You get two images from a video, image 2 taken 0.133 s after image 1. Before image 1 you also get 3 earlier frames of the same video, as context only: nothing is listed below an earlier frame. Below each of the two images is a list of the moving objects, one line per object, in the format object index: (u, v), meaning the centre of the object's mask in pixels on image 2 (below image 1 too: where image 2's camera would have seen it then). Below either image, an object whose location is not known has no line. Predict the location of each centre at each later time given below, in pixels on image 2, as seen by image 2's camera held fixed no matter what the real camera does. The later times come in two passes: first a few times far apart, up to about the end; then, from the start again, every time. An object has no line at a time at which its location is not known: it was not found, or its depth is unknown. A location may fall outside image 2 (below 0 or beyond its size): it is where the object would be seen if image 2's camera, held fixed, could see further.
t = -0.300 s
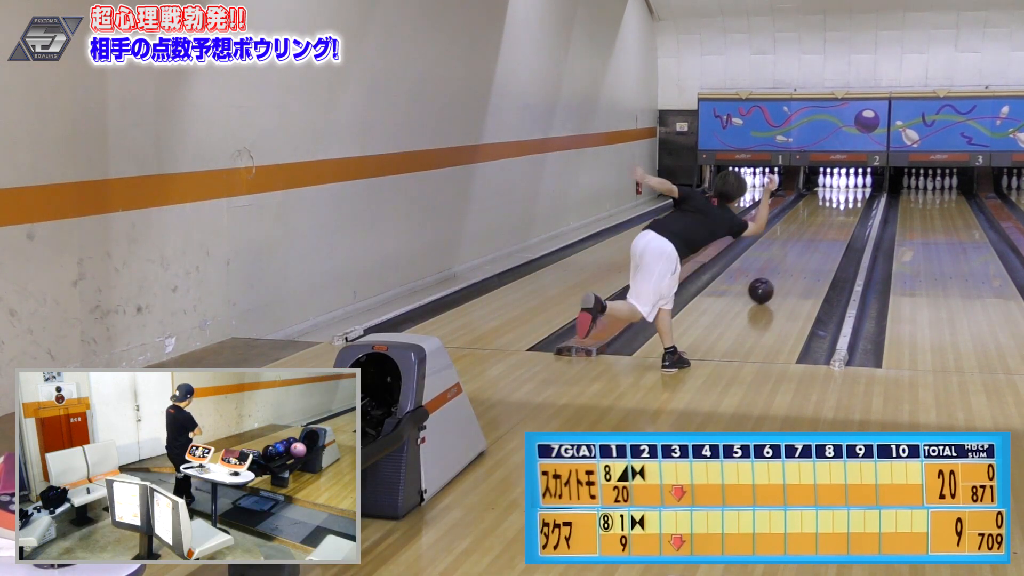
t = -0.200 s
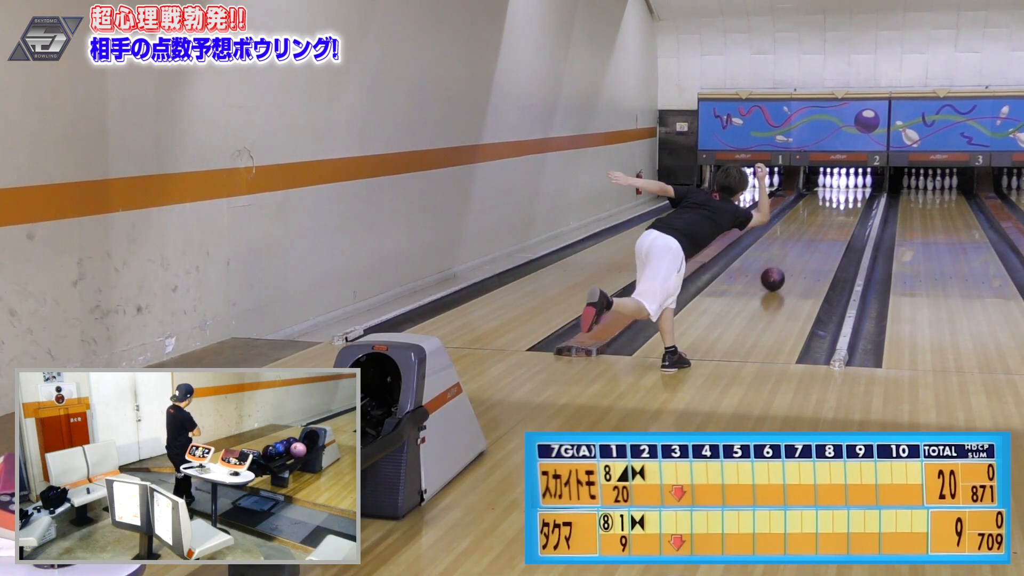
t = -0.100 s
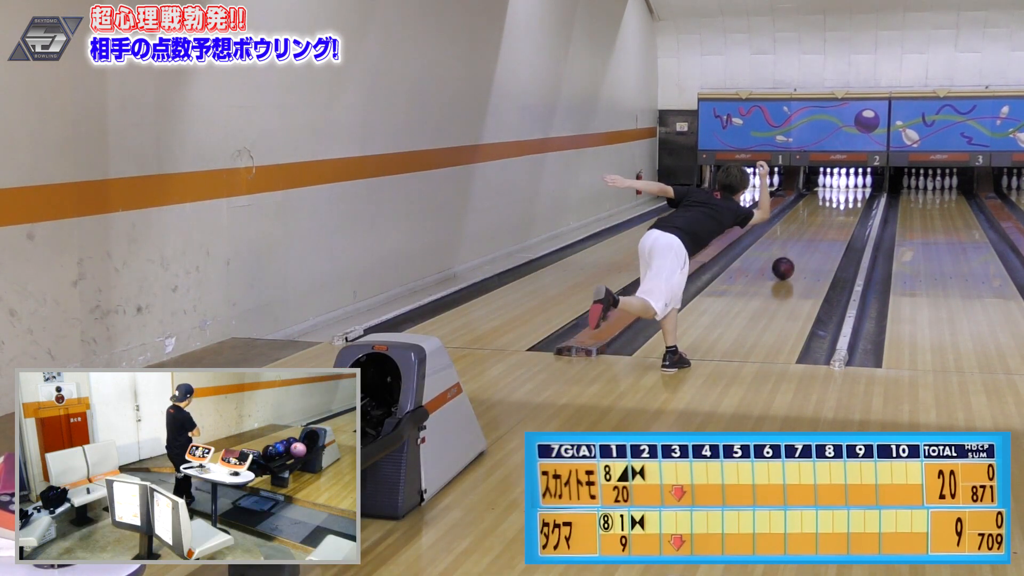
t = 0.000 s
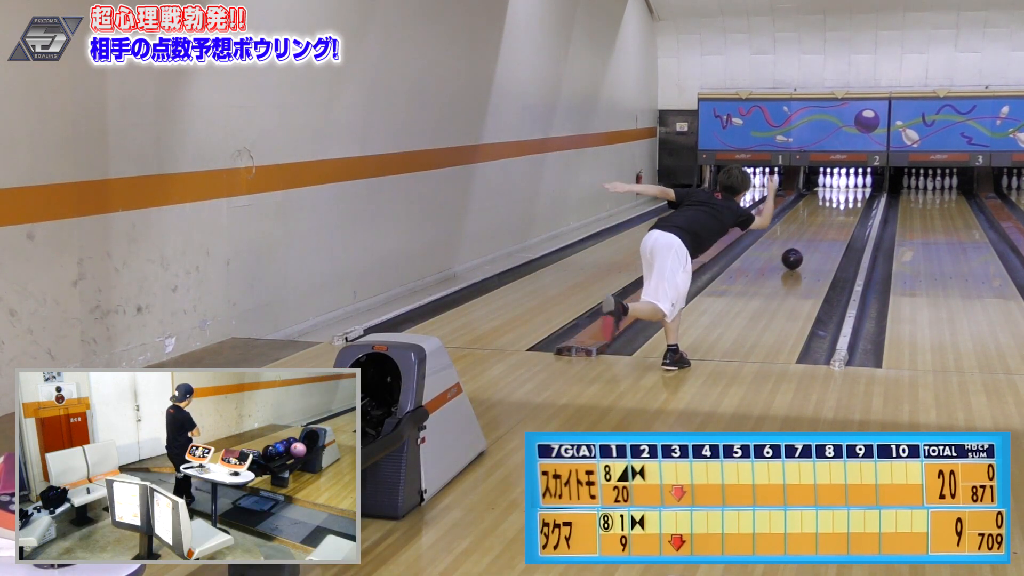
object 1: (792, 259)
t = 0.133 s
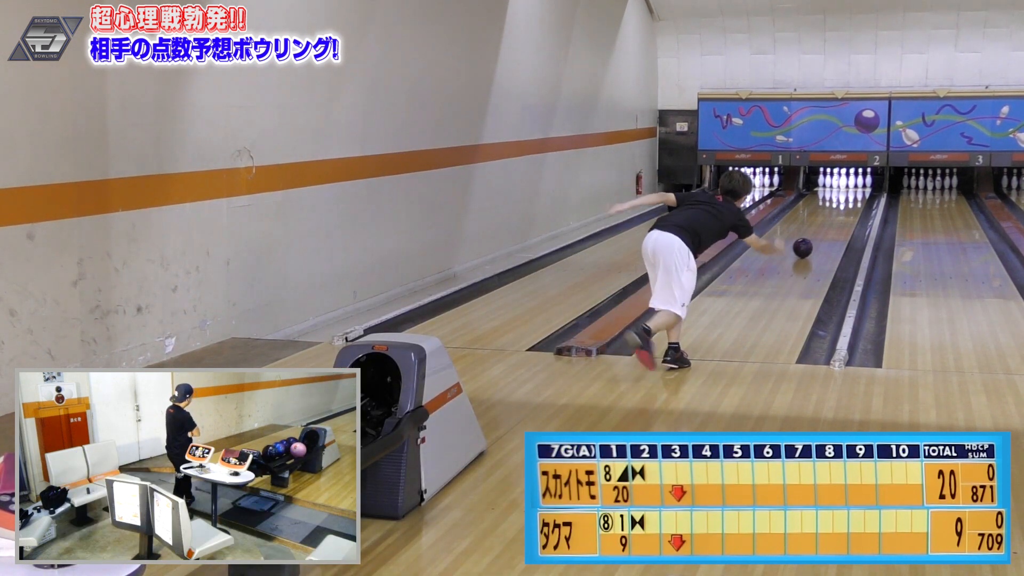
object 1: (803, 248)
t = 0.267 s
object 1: (811, 238)
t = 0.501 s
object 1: (824, 225)
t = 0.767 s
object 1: (835, 212)
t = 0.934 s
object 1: (841, 205)
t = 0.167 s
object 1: (805, 245)
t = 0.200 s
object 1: (807, 243)
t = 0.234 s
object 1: (809, 241)
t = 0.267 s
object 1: (811, 238)
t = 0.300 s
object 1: (813, 236)
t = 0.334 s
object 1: (815, 234)
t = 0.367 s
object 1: (817, 232)
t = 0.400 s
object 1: (819, 230)
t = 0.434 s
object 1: (821, 228)
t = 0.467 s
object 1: (823, 226)
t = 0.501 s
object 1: (824, 225)
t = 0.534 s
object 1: (826, 223)
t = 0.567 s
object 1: (827, 221)
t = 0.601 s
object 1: (829, 220)
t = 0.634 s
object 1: (830, 218)
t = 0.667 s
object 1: (831, 217)
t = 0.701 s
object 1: (833, 215)
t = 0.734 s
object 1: (834, 213)
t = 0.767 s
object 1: (835, 212)
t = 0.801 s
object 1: (836, 210)
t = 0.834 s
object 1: (838, 209)
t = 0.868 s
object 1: (838, 208)
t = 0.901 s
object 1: (839, 206)
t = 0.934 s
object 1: (841, 205)
